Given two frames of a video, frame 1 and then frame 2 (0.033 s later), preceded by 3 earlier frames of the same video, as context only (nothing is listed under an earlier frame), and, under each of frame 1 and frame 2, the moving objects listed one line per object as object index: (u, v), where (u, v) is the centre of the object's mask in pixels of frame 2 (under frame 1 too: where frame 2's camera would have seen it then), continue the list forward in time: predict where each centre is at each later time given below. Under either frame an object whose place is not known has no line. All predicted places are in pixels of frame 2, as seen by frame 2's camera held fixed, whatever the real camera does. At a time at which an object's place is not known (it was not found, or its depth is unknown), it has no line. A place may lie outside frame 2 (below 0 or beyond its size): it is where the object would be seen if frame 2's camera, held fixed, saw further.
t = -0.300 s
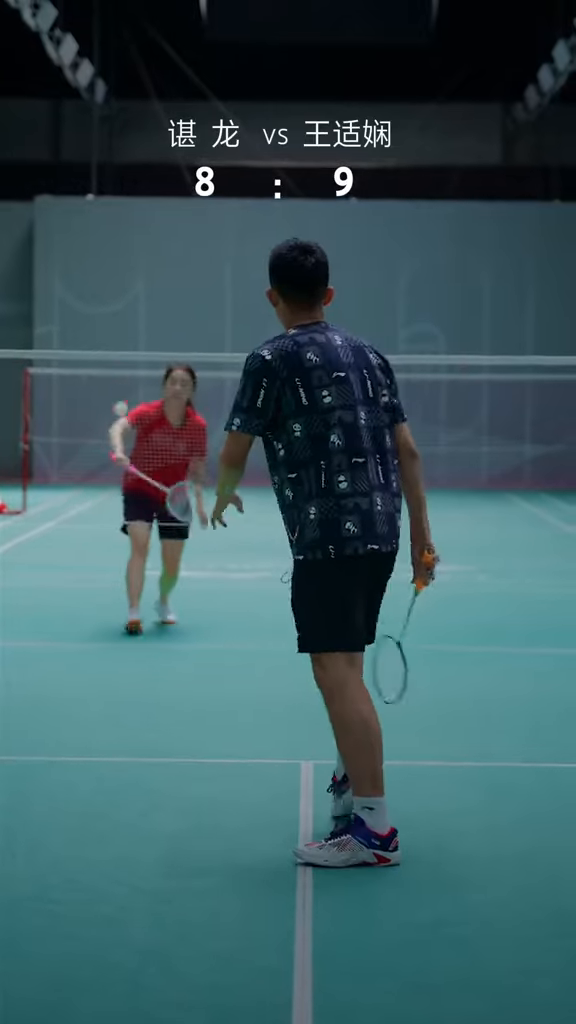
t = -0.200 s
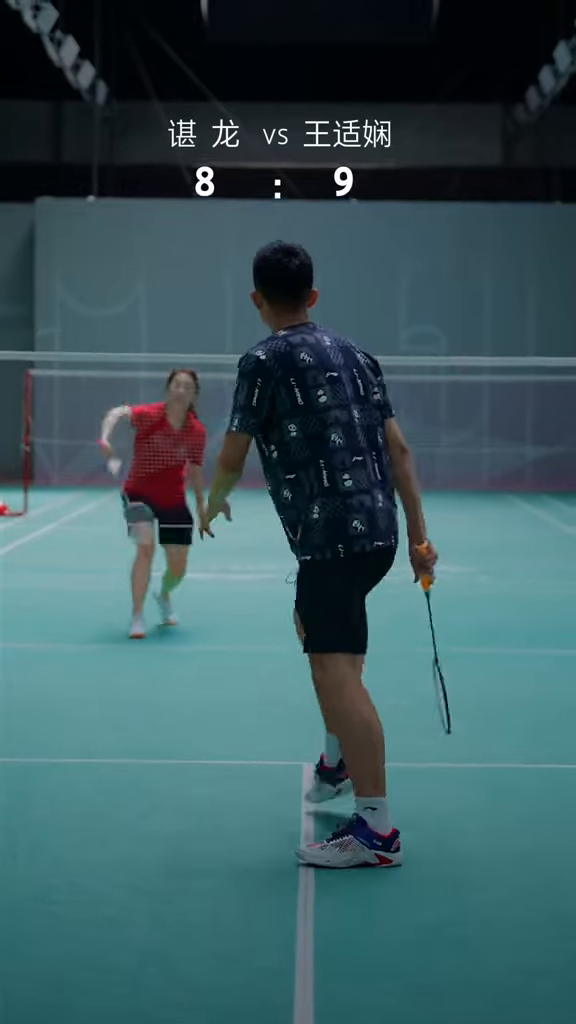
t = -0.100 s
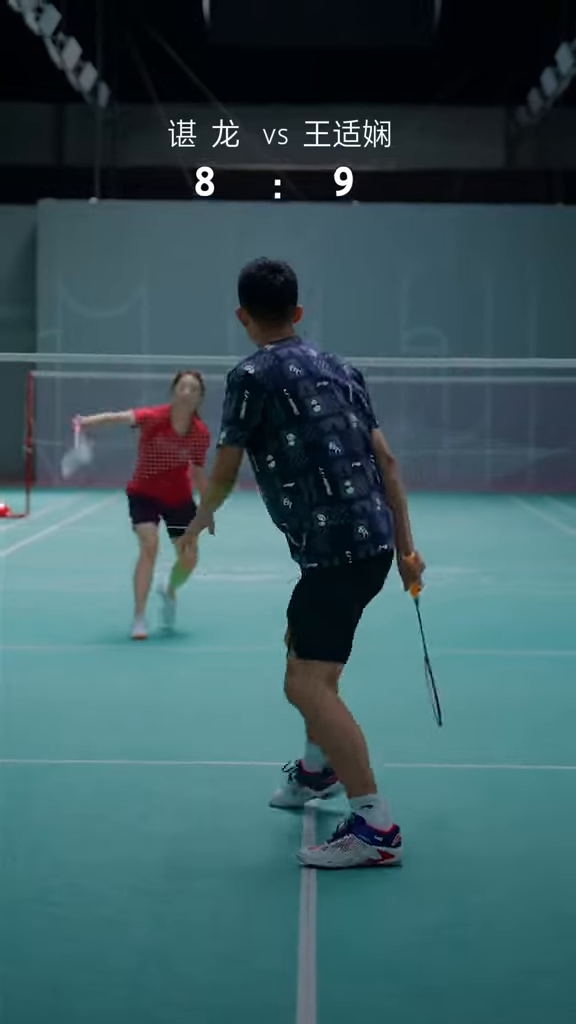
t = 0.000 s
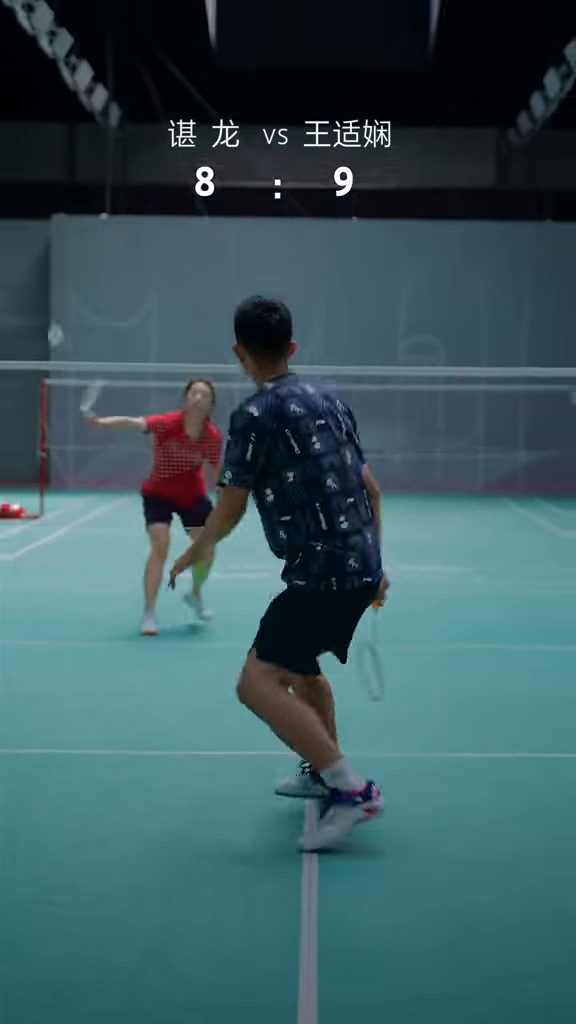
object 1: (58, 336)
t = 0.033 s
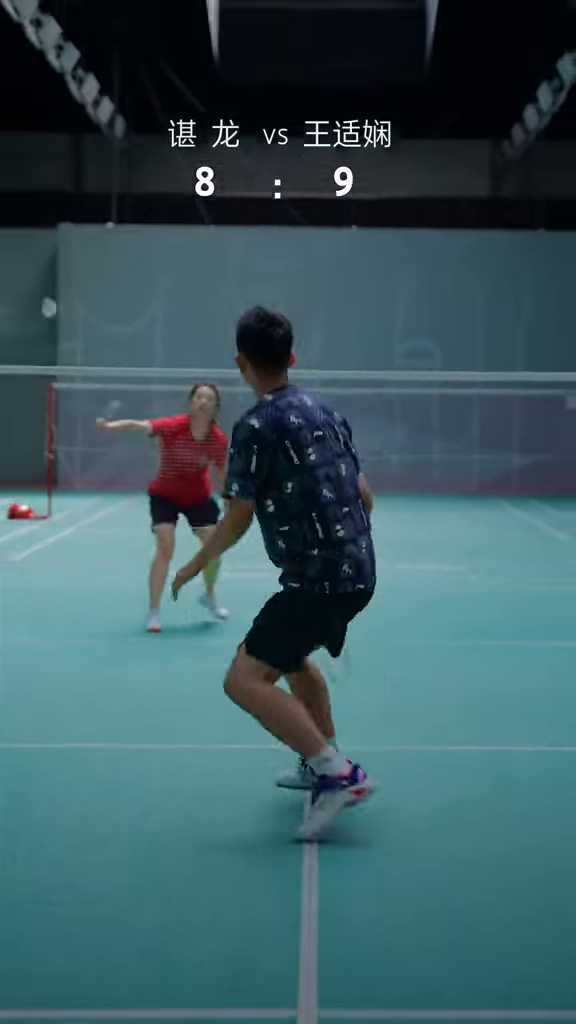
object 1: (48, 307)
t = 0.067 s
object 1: (42, 284)
